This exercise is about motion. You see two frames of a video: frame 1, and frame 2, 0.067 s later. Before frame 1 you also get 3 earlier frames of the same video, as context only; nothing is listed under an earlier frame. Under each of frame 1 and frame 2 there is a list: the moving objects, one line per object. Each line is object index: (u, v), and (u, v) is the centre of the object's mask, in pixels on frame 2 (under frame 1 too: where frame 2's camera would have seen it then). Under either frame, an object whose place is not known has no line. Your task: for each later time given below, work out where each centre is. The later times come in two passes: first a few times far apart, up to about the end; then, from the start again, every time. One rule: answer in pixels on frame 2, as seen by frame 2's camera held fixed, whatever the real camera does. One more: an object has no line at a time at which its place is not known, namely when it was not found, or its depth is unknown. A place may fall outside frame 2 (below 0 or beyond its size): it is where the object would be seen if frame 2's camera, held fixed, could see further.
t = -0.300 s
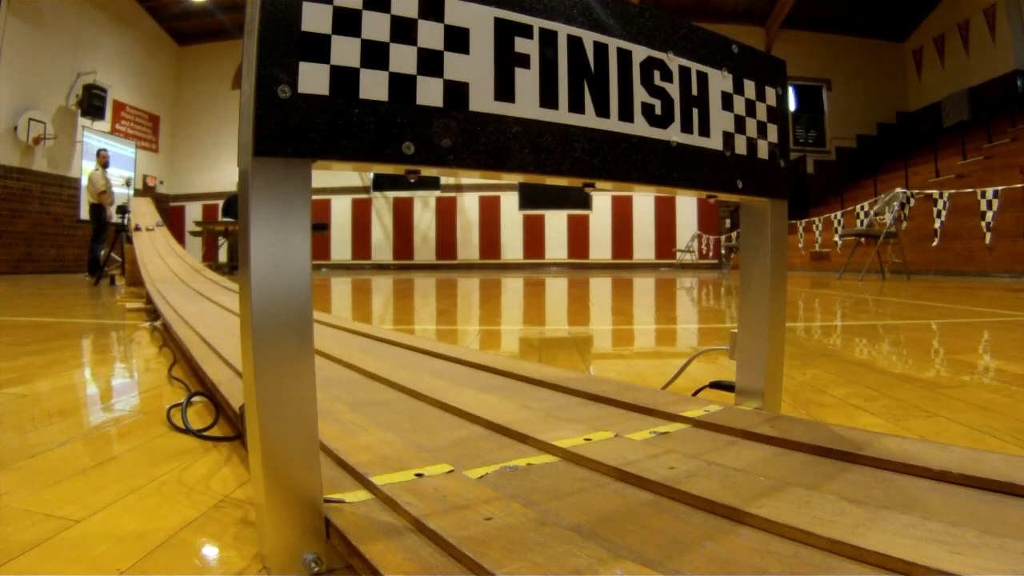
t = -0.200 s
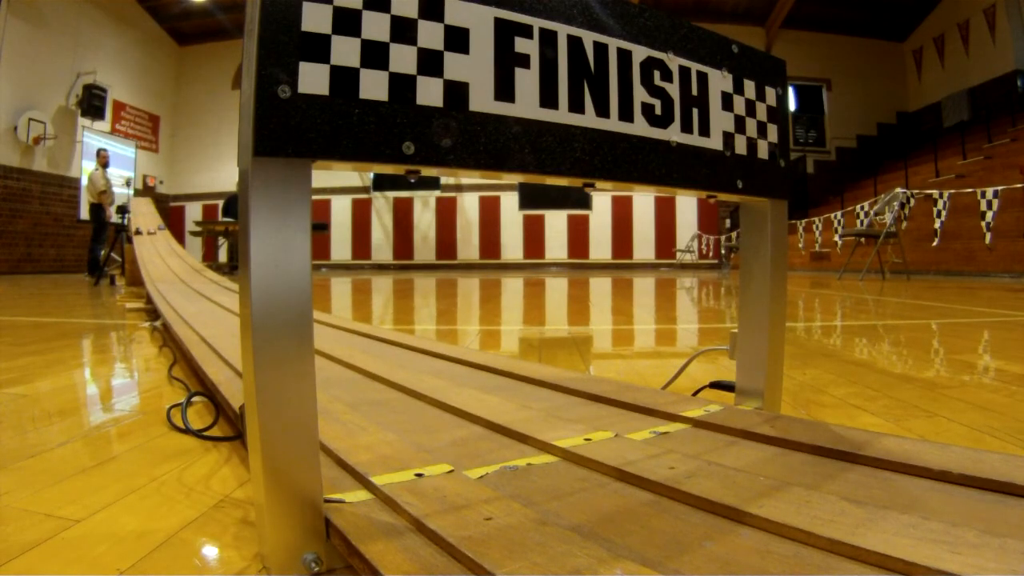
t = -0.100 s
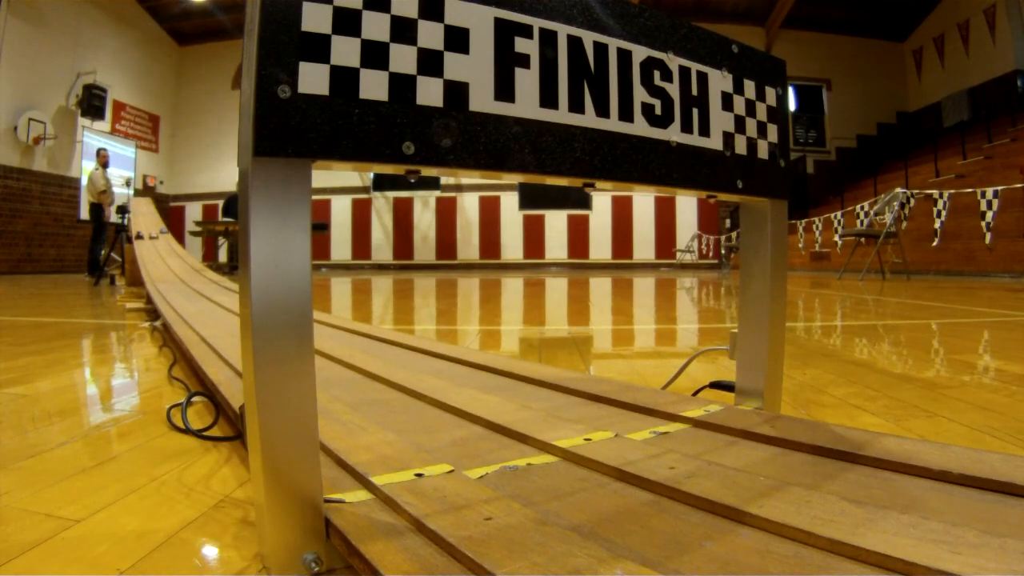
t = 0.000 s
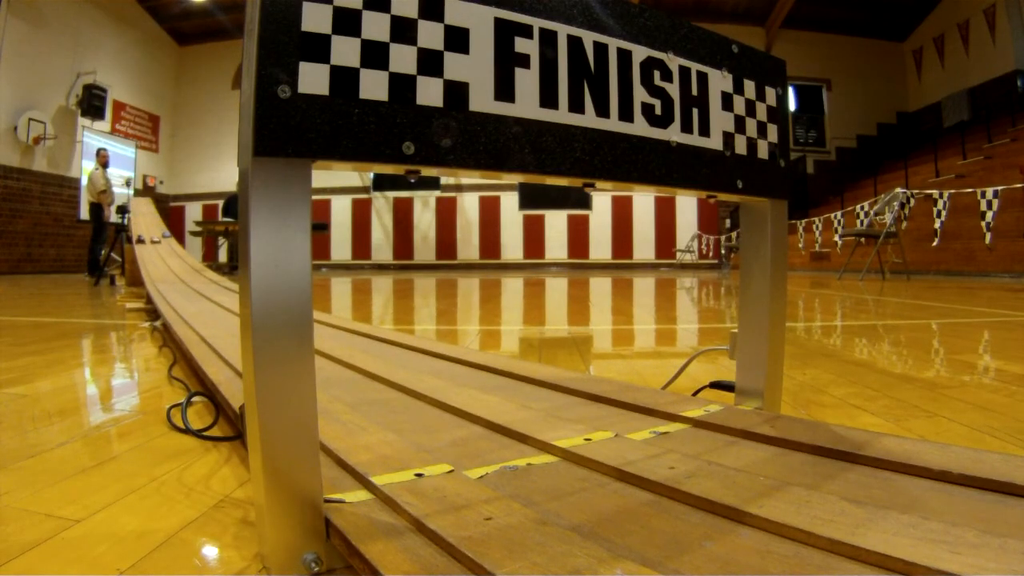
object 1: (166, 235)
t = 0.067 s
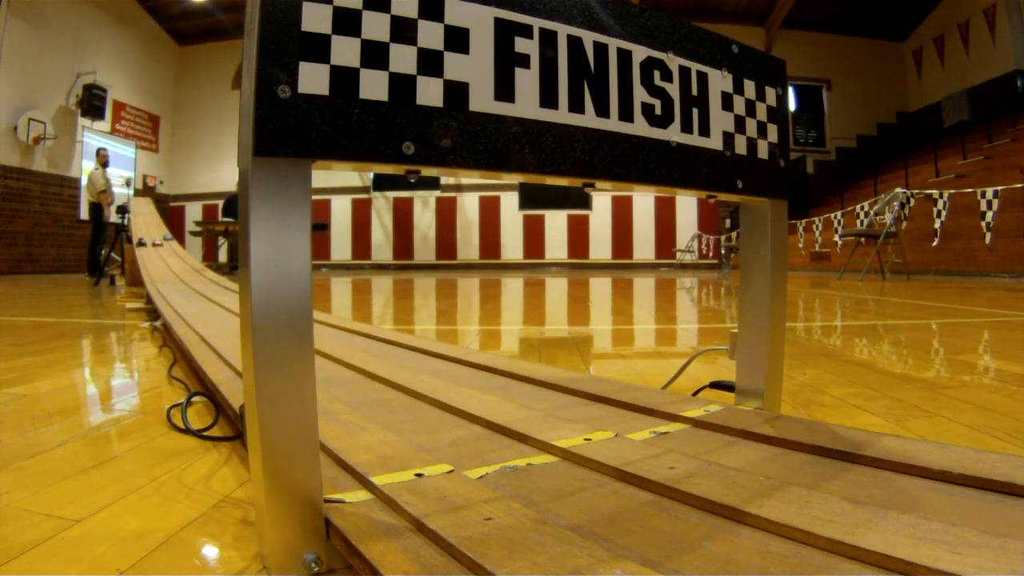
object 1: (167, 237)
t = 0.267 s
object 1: (175, 246)
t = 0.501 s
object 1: (188, 258)
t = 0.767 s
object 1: (216, 274)
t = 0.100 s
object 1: (169, 239)
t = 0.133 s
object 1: (170, 240)
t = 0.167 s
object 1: (171, 241)
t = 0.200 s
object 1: (173, 243)
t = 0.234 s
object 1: (174, 244)
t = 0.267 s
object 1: (175, 246)
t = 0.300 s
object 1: (177, 247)
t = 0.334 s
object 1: (178, 249)
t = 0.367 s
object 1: (180, 251)
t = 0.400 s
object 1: (182, 253)
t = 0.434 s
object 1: (184, 255)
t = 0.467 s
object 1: (186, 256)
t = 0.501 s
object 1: (188, 258)
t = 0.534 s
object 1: (190, 260)
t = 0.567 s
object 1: (193, 262)
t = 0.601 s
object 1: (196, 264)
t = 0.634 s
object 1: (200, 266)
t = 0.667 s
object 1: (203, 268)
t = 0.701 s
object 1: (207, 269)
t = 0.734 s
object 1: (211, 271)
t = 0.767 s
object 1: (216, 274)
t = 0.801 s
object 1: (220, 276)
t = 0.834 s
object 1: (226, 278)
